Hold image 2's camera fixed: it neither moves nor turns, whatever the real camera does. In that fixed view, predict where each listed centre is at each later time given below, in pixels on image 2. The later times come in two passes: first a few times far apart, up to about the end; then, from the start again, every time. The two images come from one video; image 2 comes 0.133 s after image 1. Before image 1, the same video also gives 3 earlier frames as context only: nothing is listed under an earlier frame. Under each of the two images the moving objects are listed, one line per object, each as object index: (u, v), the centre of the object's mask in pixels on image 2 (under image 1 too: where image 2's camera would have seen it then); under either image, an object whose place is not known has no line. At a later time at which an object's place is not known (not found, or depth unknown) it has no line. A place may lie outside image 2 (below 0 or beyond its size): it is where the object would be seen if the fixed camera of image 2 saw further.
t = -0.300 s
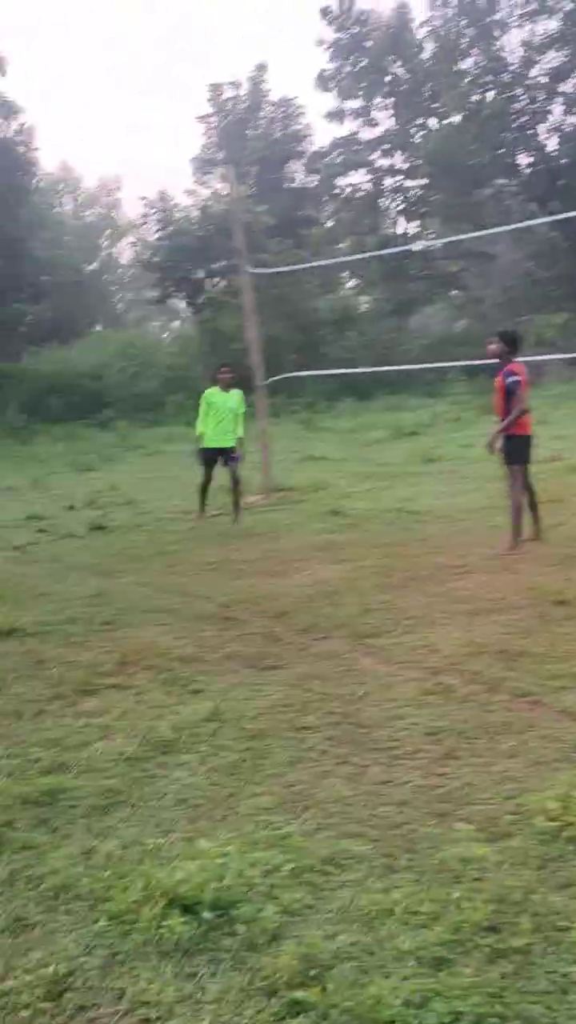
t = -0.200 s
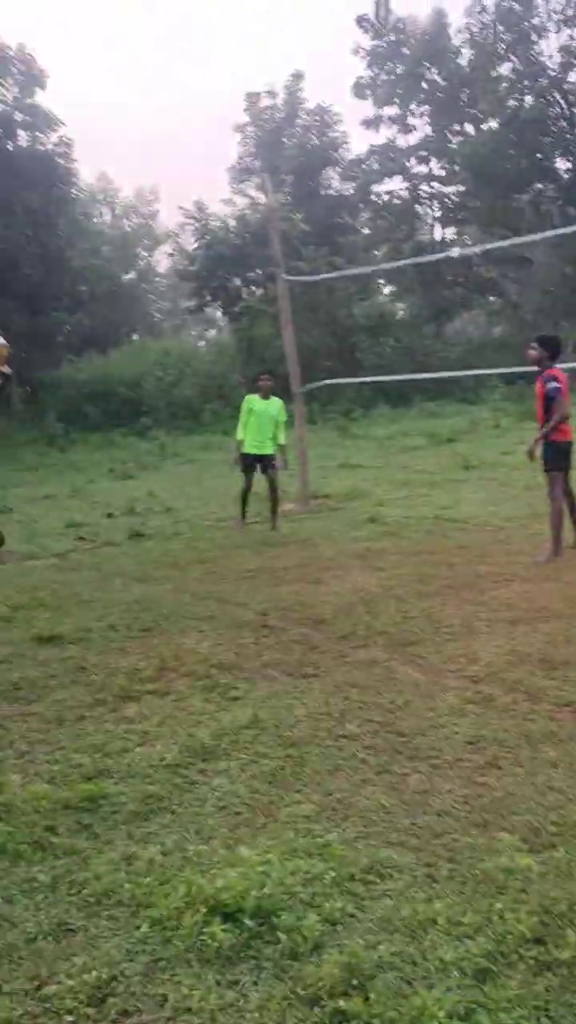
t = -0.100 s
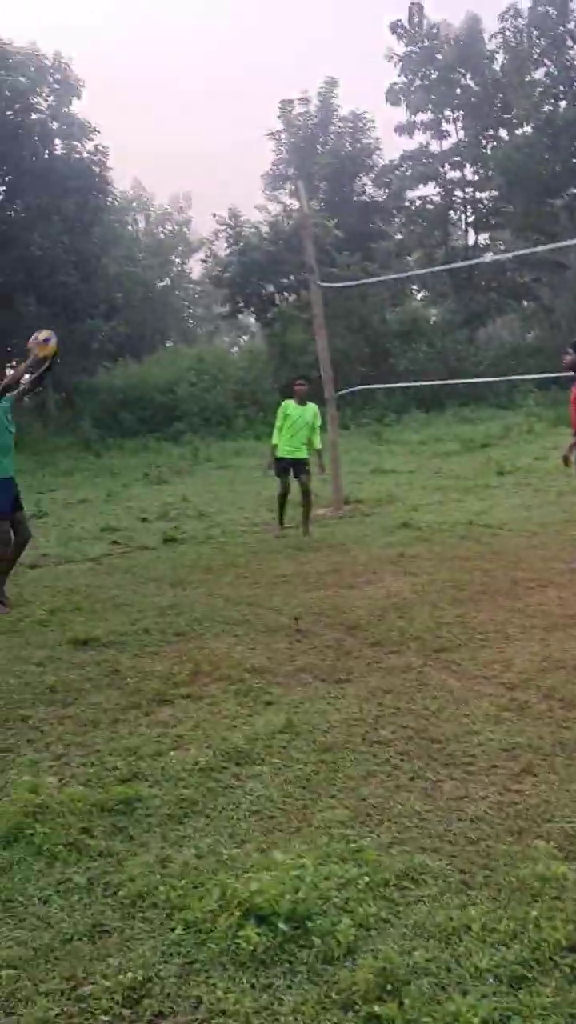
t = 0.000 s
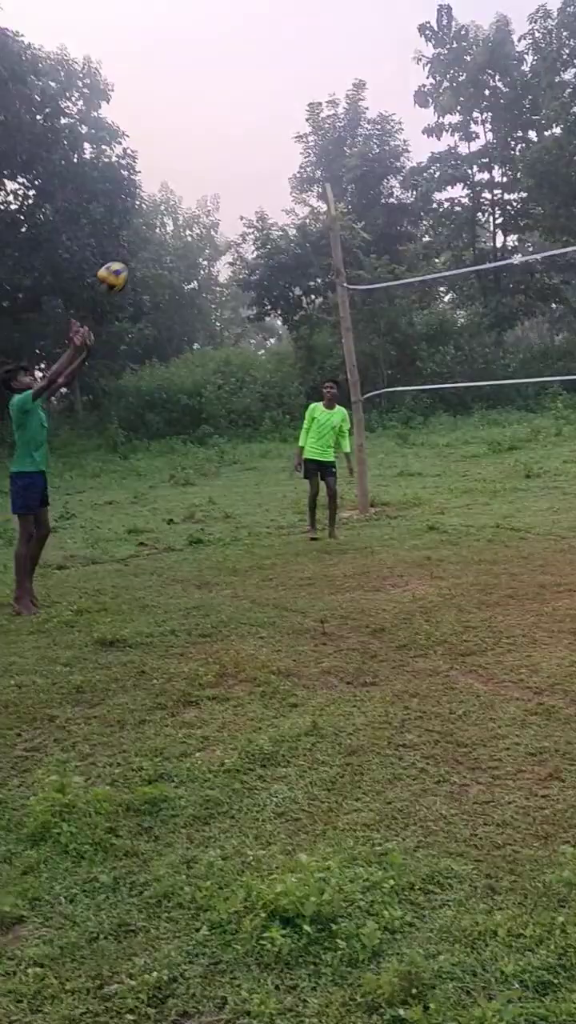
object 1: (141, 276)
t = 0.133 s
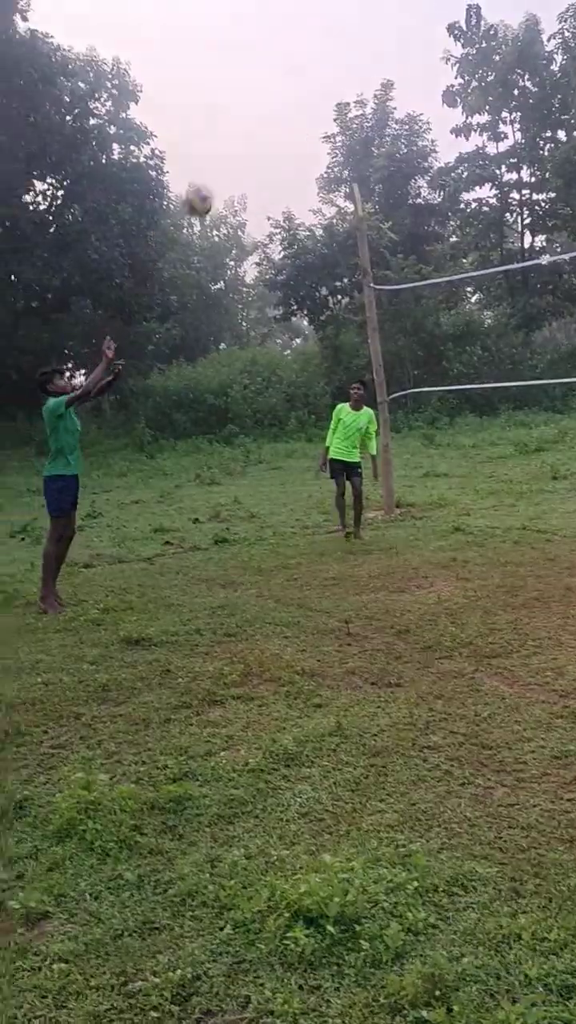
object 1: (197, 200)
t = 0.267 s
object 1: (258, 147)
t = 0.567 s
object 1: (399, 114)
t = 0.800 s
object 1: (513, 177)
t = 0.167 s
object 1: (214, 185)
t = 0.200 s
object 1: (228, 171)
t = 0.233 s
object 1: (243, 158)
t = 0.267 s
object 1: (258, 147)
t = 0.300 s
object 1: (273, 138)
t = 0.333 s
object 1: (288, 129)
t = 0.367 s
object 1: (303, 123)
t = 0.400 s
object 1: (319, 117)
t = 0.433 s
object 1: (335, 113)
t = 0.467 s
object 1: (350, 111)
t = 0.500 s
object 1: (365, 111)
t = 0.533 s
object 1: (382, 112)
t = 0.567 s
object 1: (399, 114)
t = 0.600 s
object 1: (415, 118)
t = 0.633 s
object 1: (432, 124)
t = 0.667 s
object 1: (448, 132)
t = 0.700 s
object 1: (466, 141)
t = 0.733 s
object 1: (481, 152)
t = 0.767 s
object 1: (497, 164)
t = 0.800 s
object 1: (513, 177)
